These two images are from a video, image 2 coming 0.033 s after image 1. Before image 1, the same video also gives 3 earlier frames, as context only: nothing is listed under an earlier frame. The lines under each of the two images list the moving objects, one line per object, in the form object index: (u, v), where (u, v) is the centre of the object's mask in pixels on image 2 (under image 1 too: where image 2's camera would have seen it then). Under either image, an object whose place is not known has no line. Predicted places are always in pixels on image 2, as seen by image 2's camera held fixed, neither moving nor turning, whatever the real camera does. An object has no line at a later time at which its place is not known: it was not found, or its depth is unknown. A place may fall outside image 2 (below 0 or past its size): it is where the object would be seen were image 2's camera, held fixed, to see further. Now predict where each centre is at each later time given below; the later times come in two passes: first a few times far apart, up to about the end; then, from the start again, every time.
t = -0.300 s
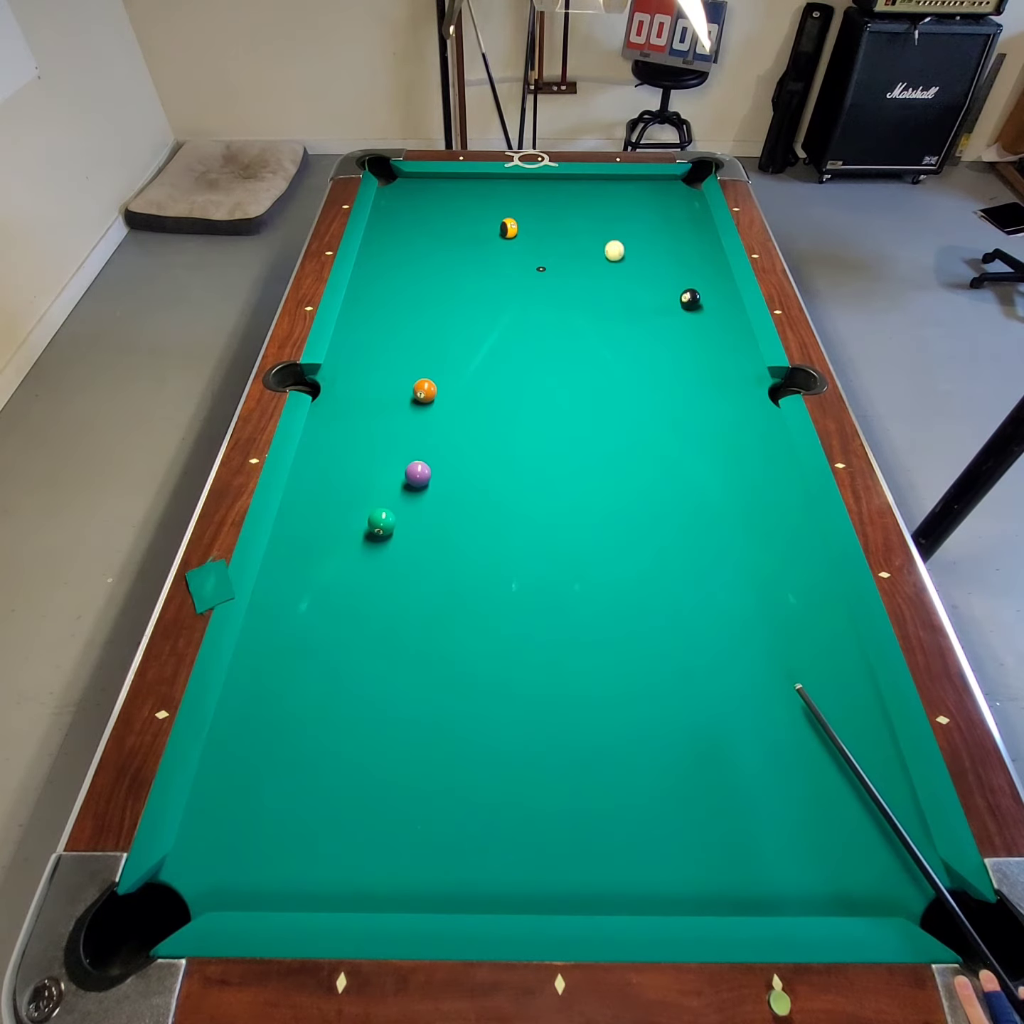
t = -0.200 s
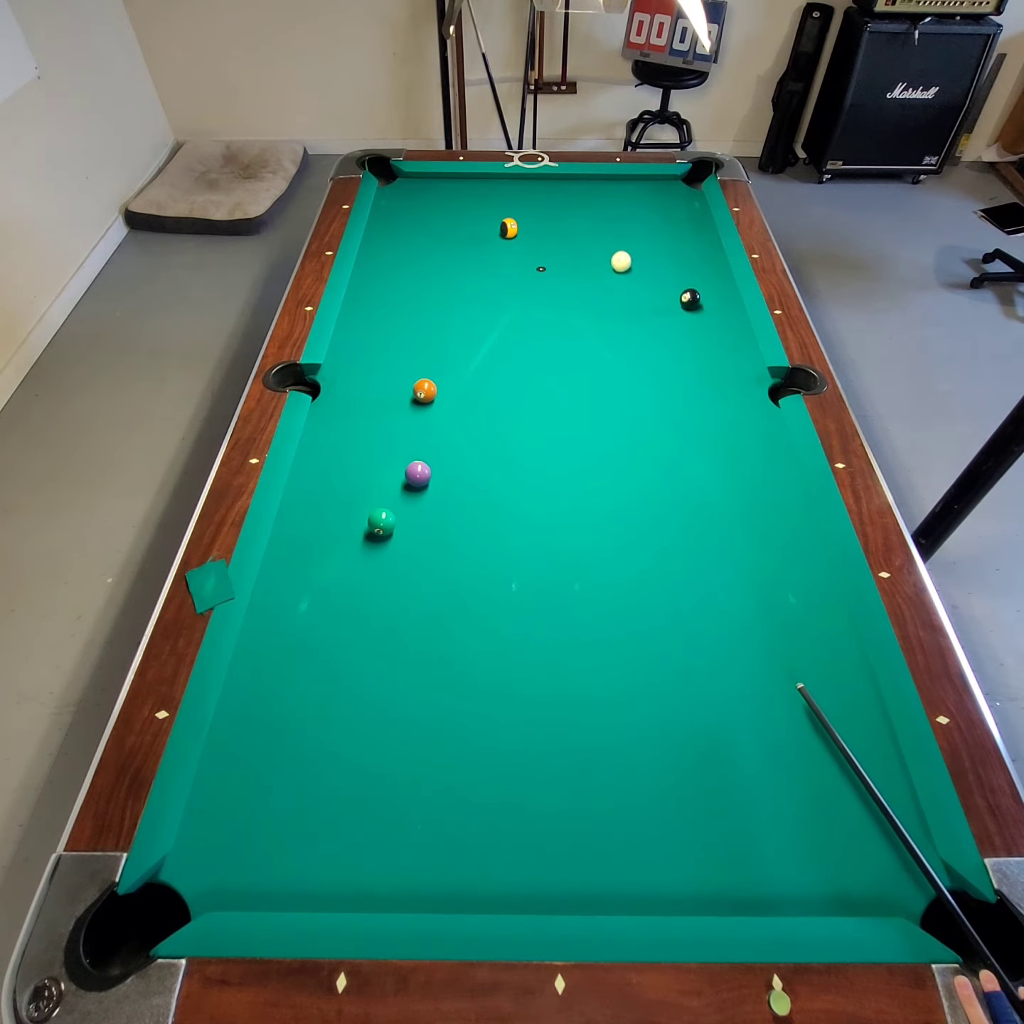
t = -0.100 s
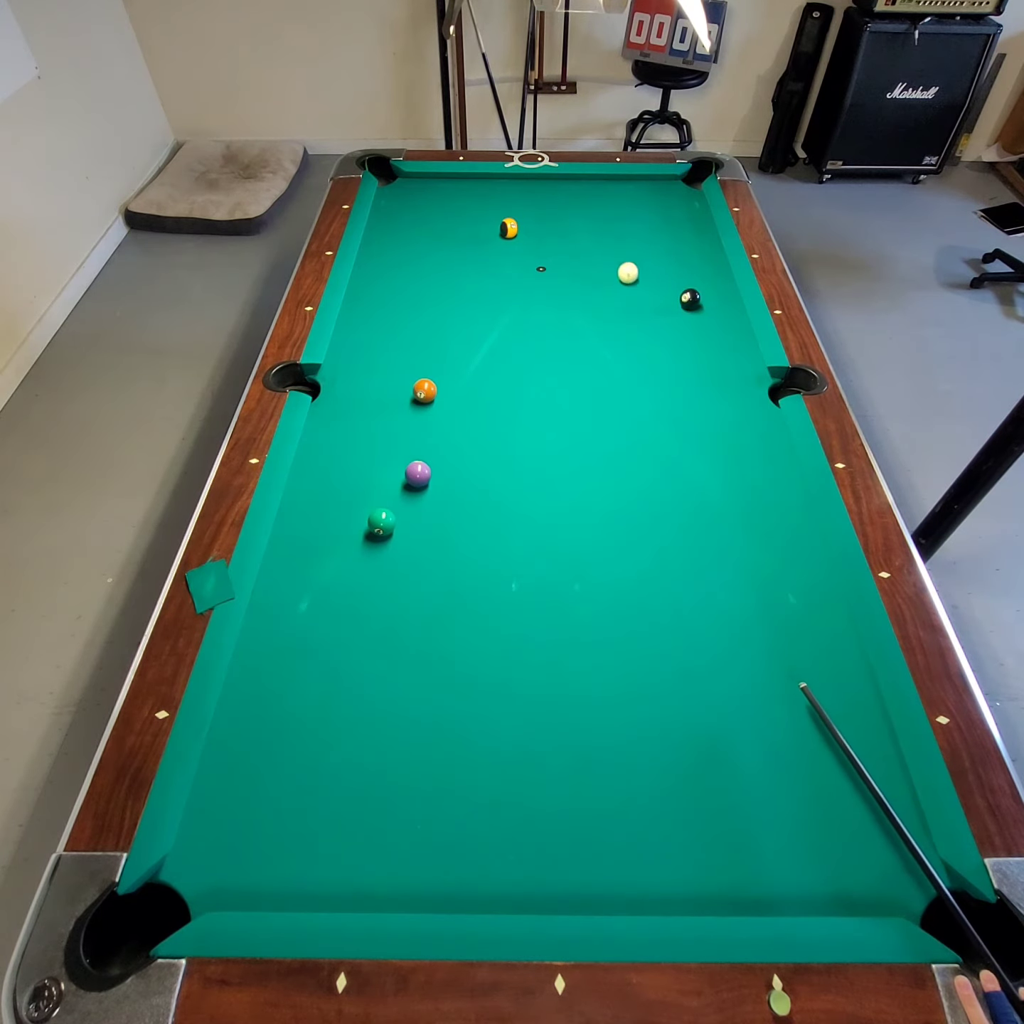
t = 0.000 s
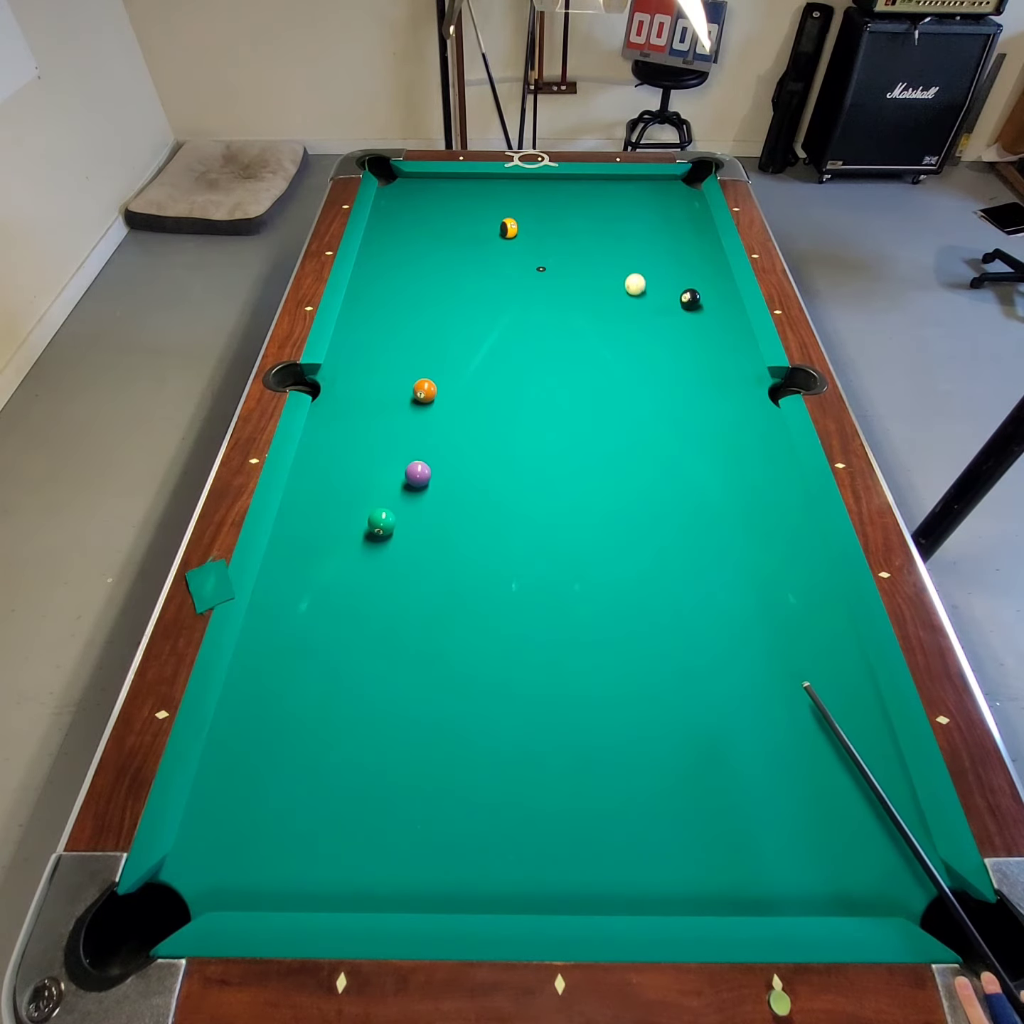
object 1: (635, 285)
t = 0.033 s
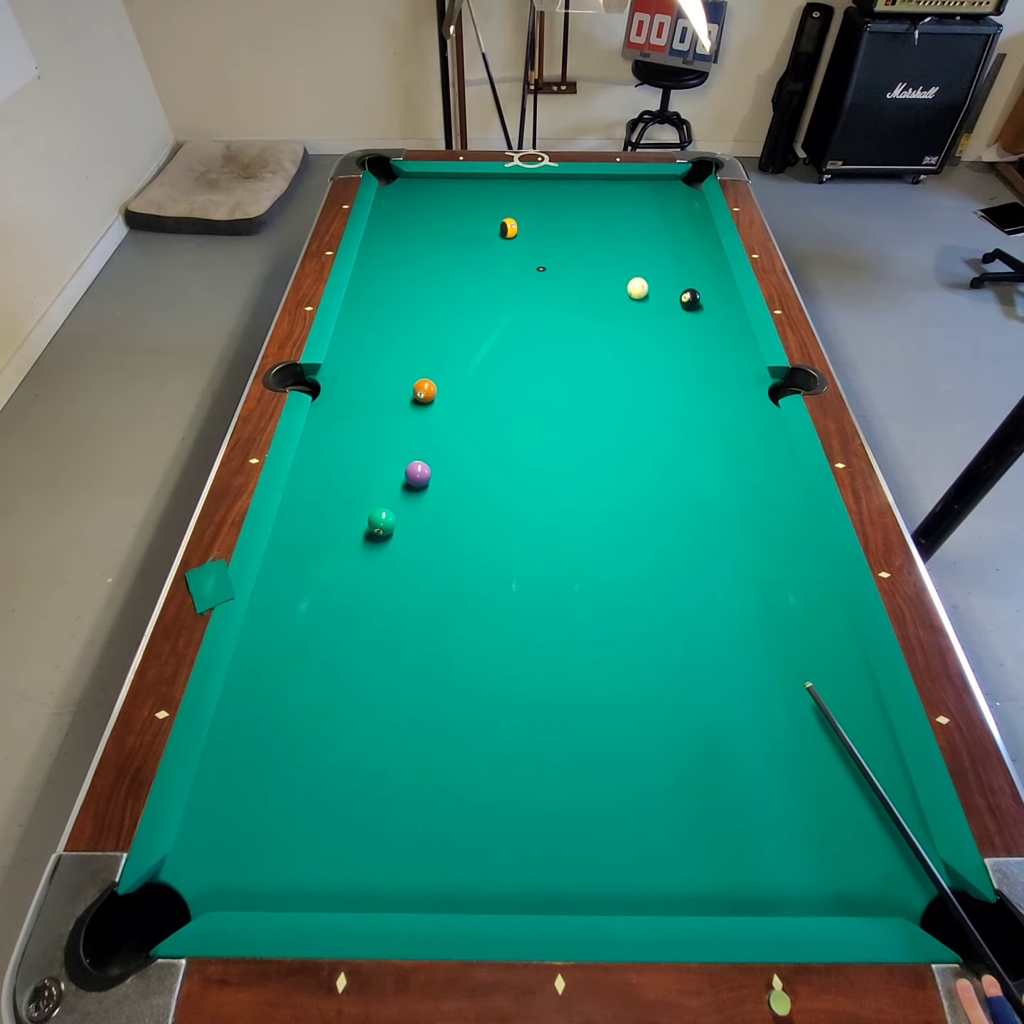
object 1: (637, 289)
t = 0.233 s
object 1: (653, 313)
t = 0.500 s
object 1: (673, 346)
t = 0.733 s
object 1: (693, 378)
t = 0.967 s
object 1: (713, 412)
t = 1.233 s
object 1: (738, 452)
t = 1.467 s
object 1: (760, 490)
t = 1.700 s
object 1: (784, 528)
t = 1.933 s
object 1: (809, 570)
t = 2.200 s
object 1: (838, 618)
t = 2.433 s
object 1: (843, 655)
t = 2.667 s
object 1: (848, 691)
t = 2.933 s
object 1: (854, 734)
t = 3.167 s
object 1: (858, 770)
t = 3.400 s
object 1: (863, 805)
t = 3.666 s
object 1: (869, 844)
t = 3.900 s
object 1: (874, 876)
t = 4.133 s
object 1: (875, 893)
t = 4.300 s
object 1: (872, 880)
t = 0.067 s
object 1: (640, 293)
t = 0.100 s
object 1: (642, 296)
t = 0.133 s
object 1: (645, 301)
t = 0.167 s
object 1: (647, 305)
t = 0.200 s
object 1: (650, 308)
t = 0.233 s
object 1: (653, 313)
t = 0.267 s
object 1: (655, 317)
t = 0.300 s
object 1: (658, 321)
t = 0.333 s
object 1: (660, 325)
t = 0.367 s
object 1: (663, 329)
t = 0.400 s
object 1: (665, 334)
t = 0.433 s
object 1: (668, 338)
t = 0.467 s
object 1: (671, 342)
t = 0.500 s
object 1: (673, 346)
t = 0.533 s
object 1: (676, 351)
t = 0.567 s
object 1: (679, 356)
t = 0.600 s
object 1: (681, 360)
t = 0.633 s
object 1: (684, 364)
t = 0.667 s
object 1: (687, 369)
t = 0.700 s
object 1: (690, 373)
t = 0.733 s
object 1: (693, 378)
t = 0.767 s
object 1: (696, 383)
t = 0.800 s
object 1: (699, 388)
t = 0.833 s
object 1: (702, 392)
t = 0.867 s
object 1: (704, 397)
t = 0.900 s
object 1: (707, 402)
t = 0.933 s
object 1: (710, 407)
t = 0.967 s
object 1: (713, 412)
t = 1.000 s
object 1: (716, 417)
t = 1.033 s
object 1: (719, 422)
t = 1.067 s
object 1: (722, 427)
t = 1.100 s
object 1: (725, 432)
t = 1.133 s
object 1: (728, 437)
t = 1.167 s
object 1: (732, 442)
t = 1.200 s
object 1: (735, 447)
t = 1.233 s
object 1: (738, 452)
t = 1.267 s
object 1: (741, 458)
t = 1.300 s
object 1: (744, 463)
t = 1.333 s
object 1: (747, 468)
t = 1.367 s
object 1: (750, 474)
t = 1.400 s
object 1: (754, 479)
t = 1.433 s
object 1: (757, 484)
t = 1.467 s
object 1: (760, 490)
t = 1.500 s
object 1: (764, 495)
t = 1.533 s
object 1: (767, 500)
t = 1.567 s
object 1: (771, 506)
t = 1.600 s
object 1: (774, 512)
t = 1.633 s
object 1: (777, 517)
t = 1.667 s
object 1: (780, 523)
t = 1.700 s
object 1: (784, 528)
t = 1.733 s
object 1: (787, 535)
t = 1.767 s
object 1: (791, 540)
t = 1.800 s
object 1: (795, 546)
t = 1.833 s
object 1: (798, 552)
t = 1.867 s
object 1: (802, 557)
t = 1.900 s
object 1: (805, 563)
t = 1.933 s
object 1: (809, 570)
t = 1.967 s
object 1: (812, 576)
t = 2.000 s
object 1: (816, 582)
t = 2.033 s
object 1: (819, 588)
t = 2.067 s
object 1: (823, 593)
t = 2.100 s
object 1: (827, 600)
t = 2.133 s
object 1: (830, 606)
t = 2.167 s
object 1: (834, 612)
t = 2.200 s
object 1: (838, 618)
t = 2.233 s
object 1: (839, 624)
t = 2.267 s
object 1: (840, 628)
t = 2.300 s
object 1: (841, 634)
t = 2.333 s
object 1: (841, 639)
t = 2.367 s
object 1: (842, 645)
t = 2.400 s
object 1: (843, 649)
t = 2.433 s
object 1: (843, 655)
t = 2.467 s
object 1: (844, 660)
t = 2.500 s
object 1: (845, 666)
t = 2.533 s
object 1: (846, 671)
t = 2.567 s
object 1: (846, 676)
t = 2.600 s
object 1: (847, 681)
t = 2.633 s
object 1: (848, 687)
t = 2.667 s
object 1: (848, 691)
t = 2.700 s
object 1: (849, 697)
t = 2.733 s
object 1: (850, 702)
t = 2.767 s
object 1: (850, 708)
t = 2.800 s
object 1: (851, 713)
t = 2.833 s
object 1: (852, 718)
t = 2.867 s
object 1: (853, 723)
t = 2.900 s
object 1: (853, 729)
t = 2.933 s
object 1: (854, 734)
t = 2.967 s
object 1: (854, 739)
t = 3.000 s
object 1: (855, 744)
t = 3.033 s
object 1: (856, 750)
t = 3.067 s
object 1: (856, 754)
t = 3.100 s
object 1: (857, 760)
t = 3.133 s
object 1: (858, 765)
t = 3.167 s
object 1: (858, 770)
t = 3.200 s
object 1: (859, 775)
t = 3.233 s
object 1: (860, 780)
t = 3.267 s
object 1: (860, 785)
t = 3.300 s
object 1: (861, 790)
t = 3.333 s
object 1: (861, 795)
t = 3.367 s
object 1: (862, 800)
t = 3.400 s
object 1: (863, 805)
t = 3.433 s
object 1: (864, 810)
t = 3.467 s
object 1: (865, 814)
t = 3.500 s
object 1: (865, 819)
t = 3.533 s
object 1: (866, 824)
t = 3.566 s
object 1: (866, 829)
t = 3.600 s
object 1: (867, 834)
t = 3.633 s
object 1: (868, 839)
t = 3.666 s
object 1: (869, 844)
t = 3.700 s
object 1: (869, 848)
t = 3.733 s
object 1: (870, 853)
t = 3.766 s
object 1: (871, 857)
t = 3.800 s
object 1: (872, 862)
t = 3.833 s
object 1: (873, 867)
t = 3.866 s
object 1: (873, 871)
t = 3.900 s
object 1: (874, 876)
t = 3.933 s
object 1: (875, 880)
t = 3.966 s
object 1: (875, 884)
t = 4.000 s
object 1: (876, 888)
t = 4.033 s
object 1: (877, 892)
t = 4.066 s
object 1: (877, 896)
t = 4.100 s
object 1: (877, 894)
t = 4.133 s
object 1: (875, 893)
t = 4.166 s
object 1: (875, 891)
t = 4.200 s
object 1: (874, 888)
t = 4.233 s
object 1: (873, 885)
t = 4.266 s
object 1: (872, 883)
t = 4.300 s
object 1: (872, 880)
